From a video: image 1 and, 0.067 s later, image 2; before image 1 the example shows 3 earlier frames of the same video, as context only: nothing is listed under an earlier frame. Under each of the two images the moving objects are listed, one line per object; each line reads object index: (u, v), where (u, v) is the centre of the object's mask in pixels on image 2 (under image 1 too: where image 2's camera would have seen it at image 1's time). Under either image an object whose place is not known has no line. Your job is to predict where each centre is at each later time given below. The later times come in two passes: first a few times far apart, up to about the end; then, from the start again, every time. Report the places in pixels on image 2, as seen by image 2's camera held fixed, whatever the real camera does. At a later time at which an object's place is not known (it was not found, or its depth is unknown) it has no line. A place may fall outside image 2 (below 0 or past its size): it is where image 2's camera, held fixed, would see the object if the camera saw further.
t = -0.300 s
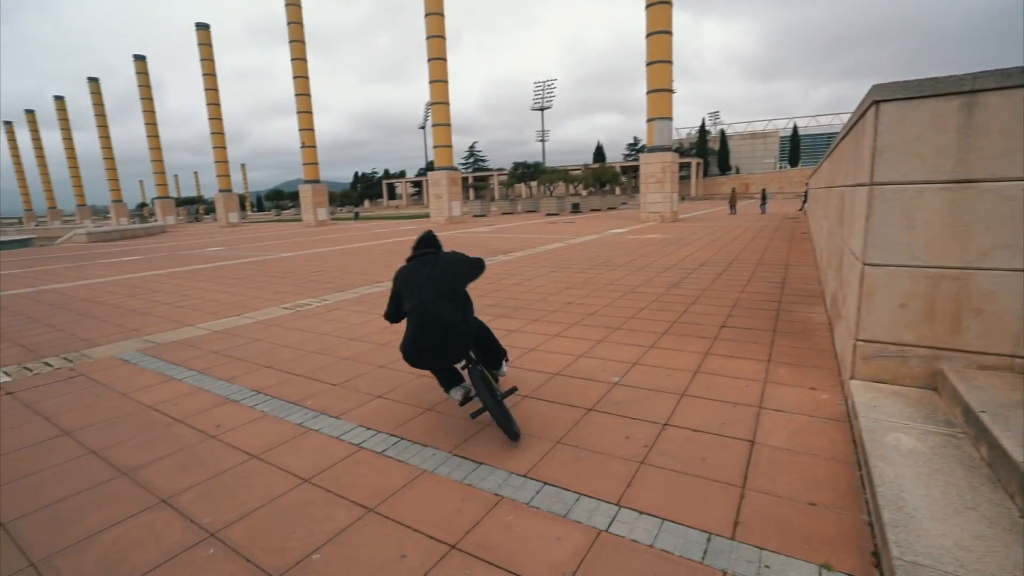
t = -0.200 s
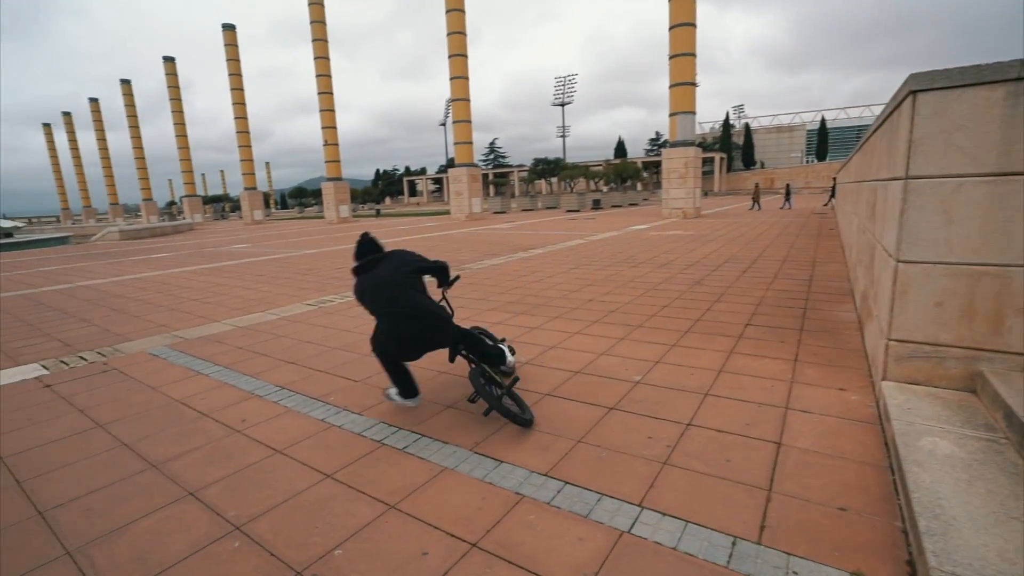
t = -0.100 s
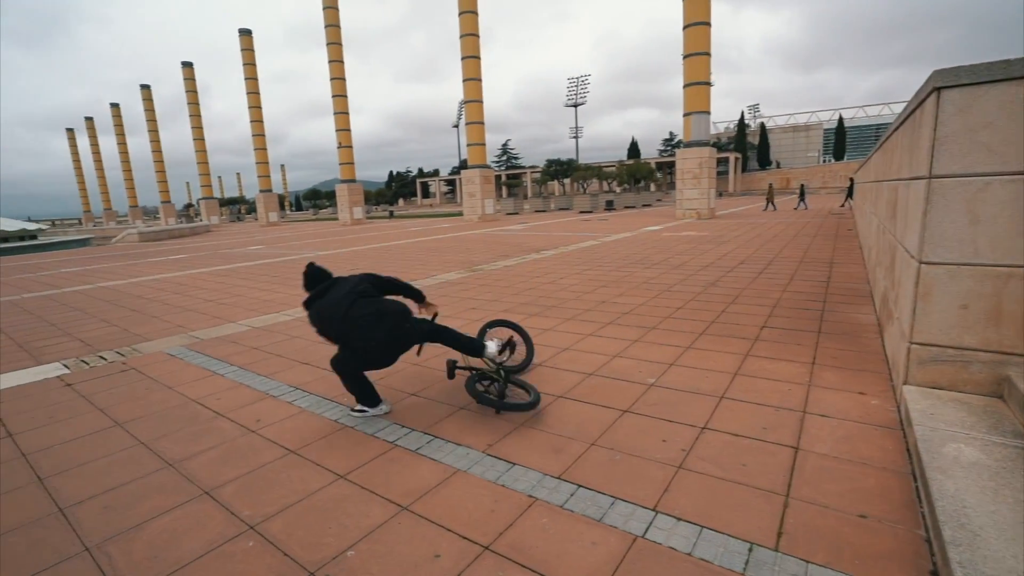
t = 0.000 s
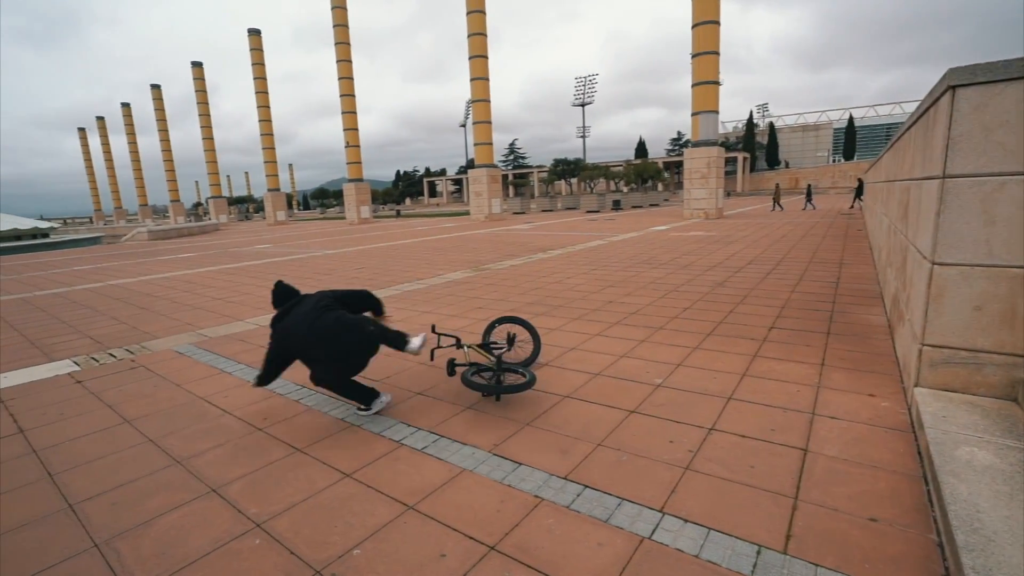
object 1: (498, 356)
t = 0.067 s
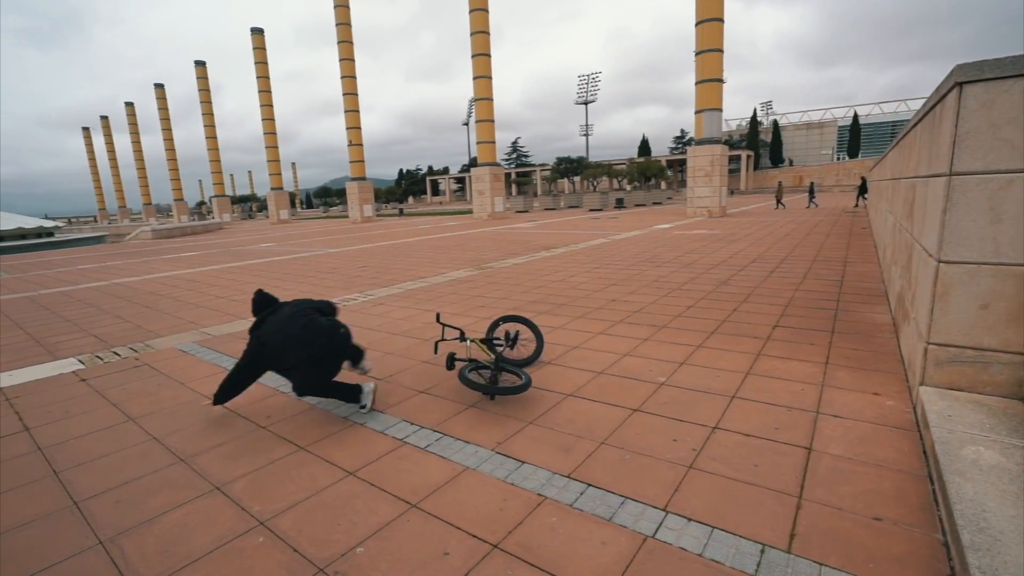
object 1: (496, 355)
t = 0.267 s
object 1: (489, 351)
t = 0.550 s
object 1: (492, 349)
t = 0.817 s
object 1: (499, 351)
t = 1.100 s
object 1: (497, 350)
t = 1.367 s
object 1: (497, 350)
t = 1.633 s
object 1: (499, 351)
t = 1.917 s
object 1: (497, 349)
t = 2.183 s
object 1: (497, 349)
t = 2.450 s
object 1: (497, 349)
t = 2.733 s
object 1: (498, 349)
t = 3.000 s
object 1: (499, 349)
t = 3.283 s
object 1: (502, 350)
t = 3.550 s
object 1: (501, 349)
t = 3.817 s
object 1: (502, 350)
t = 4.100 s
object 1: (499, 352)
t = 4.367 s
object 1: (493, 349)
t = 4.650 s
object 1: (486, 348)
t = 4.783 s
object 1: (486, 348)
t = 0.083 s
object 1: (495, 356)
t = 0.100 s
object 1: (494, 354)
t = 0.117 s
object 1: (493, 353)
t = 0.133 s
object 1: (493, 353)
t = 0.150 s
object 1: (493, 353)
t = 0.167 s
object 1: (492, 353)
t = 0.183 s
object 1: (491, 353)
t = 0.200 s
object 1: (490, 353)
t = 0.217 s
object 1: (488, 352)
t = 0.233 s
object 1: (488, 351)
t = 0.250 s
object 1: (488, 351)
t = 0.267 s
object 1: (489, 351)
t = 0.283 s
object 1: (488, 351)
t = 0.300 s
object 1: (488, 350)
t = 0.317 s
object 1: (488, 350)
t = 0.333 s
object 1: (490, 351)
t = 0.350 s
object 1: (489, 351)
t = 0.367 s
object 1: (489, 350)
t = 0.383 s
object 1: (489, 351)
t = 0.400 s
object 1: (489, 350)
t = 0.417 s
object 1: (490, 350)
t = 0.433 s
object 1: (490, 350)
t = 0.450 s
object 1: (491, 350)
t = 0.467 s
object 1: (491, 350)
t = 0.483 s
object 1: (491, 350)
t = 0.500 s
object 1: (489, 348)
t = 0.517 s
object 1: (490, 349)
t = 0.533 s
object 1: (491, 349)
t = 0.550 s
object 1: (492, 349)
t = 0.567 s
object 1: (492, 349)
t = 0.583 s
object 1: (493, 348)
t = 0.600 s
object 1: (494, 348)
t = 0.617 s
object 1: (493, 349)
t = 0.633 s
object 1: (494, 349)
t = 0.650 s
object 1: (494, 349)
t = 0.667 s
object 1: (494, 349)
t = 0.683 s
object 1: (495, 349)
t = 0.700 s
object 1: (498, 351)
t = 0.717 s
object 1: (498, 351)
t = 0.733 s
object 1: (496, 349)
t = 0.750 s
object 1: (499, 351)
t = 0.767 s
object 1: (499, 351)
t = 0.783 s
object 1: (499, 351)
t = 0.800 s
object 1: (499, 351)
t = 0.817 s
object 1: (499, 351)
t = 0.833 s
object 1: (497, 349)
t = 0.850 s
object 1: (497, 349)
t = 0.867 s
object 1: (497, 349)
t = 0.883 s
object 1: (497, 349)
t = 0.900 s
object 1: (497, 349)
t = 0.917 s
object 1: (497, 349)
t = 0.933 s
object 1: (497, 349)
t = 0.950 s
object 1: (497, 349)
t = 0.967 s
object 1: (497, 349)
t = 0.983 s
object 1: (497, 349)
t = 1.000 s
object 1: (497, 349)
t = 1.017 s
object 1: (497, 350)
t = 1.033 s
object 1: (497, 350)
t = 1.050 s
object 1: (497, 350)
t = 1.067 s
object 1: (497, 350)
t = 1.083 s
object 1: (497, 350)
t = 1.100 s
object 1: (497, 350)
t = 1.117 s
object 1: (497, 350)
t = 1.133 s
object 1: (497, 350)
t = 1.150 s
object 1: (497, 350)
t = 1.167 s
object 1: (497, 350)
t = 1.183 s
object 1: (497, 350)
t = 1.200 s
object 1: (497, 350)
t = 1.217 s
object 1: (497, 350)
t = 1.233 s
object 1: (497, 350)
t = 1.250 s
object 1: (497, 350)
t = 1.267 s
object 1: (497, 350)
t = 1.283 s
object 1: (499, 351)
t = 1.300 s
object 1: (499, 351)
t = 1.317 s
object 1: (497, 350)
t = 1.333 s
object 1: (497, 350)
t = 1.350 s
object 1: (497, 350)
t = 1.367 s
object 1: (497, 350)
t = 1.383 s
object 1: (497, 350)
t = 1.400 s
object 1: (497, 350)
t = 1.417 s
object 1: (497, 350)
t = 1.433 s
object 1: (497, 350)
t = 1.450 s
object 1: (498, 350)
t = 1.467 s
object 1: (498, 350)
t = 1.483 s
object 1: (497, 349)
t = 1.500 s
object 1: (497, 349)
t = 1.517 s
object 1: (497, 349)
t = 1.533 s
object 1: (497, 349)
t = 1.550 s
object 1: (497, 349)
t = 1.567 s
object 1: (497, 349)
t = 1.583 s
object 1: (497, 349)
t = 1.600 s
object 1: (499, 351)
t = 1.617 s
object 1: (499, 351)
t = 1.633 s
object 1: (499, 351)
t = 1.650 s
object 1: (499, 351)
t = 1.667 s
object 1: (499, 351)
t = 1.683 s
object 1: (499, 351)
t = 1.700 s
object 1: (499, 351)
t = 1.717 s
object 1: (499, 351)
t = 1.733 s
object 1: (499, 351)
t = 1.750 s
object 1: (499, 351)
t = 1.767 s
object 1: (497, 349)
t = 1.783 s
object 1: (497, 349)
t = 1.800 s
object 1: (497, 349)
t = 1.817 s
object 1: (497, 349)
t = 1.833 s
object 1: (497, 349)
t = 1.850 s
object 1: (497, 349)
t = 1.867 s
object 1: (497, 349)
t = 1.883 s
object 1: (497, 349)
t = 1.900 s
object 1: (497, 349)
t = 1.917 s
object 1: (497, 349)
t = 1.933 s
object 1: (497, 349)
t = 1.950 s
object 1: (497, 349)
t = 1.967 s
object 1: (497, 349)
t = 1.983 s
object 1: (497, 349)
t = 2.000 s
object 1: (497, 349)
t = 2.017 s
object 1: (497, 349)
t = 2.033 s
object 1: (497, 349)
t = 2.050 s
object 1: (497, 349)
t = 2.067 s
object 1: (497, 349)
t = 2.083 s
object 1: (497, 349)
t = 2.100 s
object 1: (497, 349)
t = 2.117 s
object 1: (497, 350)
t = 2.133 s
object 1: (497, 349)
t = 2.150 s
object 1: (497, 349)
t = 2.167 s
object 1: (497, 349)
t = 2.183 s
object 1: (497, 349)
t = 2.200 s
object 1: (497, 349)
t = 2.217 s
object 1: (497, 349)
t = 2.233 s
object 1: (497, 349)
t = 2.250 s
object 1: (497, 349)
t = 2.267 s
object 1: (497, 349)
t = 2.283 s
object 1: (497, 349)
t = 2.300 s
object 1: (497, 349)
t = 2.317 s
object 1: (497, 349)
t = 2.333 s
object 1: (497, 350)
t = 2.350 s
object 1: (497, 349)
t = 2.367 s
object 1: (497, 349)
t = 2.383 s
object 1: (497, 349)
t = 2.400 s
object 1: (497, 349)
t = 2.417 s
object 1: (497, 349)
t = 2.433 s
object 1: (497, 349)
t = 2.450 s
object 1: (497, 349)
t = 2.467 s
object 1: (497, 349)
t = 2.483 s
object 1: (497, 349)
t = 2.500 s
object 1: (498, 349)
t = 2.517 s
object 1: (498, 349)
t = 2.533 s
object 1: (497, 349)
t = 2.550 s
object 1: (498, 349)
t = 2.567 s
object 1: (498, 349)
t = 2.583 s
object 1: (498, 349)
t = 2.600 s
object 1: (498, 349)
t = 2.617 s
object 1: (497, 349)
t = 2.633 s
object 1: (498, 349)
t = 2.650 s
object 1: (498, 349)
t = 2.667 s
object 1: (498, 349)
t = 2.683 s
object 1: (500, 350)
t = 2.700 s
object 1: (498, 349)
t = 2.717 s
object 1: (498, 349)
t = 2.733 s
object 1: (498, 349)
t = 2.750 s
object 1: (498, 349)
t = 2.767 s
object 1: (498, 349)
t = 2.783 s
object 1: (498, 349)
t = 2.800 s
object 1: (498, 349)
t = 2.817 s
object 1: (498, 349)
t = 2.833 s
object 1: (499, 349)
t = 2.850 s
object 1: (498, 349)
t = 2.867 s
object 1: (498, 349)
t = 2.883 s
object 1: (499, 349)
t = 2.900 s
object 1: (499, 349)
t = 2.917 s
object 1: (501, 350)
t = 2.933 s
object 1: (499, 349)
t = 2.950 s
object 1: (499, 349)
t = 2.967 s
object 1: (499, 349)
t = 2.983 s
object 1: (499, 349)
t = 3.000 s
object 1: (499, 349)
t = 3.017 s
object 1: (499, 349)
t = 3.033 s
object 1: (500, 349)
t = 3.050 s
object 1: (501, 350)
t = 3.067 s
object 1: (499, 349)
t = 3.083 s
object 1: (499, 349)
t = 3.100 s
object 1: (499, 349)
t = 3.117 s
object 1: (500, 349)
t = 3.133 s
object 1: (500, 349)
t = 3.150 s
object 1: (500, 349)
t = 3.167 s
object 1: (500, 349)
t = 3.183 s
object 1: (500, 349)
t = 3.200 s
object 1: (500, 349)
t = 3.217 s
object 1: (500, 349)
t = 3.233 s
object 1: (500, 349)
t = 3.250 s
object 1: (500, 349)
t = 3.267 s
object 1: (500, 349)
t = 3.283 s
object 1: (502, 350)
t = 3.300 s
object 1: (500, 349)
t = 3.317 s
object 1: (500, 349)
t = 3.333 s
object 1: (500, 349)
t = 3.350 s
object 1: (501, 349)
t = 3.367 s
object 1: (503, 351)
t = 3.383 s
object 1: (500, 349)
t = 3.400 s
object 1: (501, 349)
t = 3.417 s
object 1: (500, 349)
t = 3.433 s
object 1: (500, 349)
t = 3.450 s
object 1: (501, 349)
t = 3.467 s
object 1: (501, 349)
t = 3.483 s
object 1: (501, 349)
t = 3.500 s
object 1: (501, 349)
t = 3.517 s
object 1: (500, 349)
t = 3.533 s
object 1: (500, 349)
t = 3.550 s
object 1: (501, 349)
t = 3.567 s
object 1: (501, 350)
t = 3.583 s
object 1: (501, 350)
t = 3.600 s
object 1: (501, 350)
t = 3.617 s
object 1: (501, 350)
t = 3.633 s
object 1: (501, 350)
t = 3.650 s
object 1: (501, 350)
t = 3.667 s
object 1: (501, 350)
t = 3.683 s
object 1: (501, 350)
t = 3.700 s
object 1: (501, 350)
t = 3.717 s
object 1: (501, 350)
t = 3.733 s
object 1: (501, 350)
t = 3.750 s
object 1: (501, 350)
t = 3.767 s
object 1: (501, 350)
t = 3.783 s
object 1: (501, 350)
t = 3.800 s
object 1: (502, 350)
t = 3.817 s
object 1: (502, 350)
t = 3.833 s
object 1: (502, 351)
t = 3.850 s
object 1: (502, 351)
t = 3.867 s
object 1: (502, 351)
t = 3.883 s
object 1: (502, 351)
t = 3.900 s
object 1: (502, 351)
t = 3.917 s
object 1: (502, 351)
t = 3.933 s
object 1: (502, 351)
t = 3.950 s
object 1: (502, 351)
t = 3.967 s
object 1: (502, 351)
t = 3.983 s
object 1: (502, 351)
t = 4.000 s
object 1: (501, 351)
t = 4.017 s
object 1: (500, 351)
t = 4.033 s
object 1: (499, 351)
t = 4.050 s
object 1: (499, 351)
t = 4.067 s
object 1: (499, 351)
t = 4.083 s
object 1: (499, 351)
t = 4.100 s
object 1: (499, 352)
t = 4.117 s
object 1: (499, 352)
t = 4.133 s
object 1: (499, 352)
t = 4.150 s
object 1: (499, 351)
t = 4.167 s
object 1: (499, 351)
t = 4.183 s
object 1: (499, 351)
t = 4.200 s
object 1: (498, 351)
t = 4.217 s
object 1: (496, 350)
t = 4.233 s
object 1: (496, 350)
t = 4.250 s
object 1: (496, 350)
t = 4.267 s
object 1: (495, 350)
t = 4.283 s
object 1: (495, 350)
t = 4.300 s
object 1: (494, 349)
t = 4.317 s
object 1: (494, 349)
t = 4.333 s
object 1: (494, 349)
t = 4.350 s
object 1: (493, 349)
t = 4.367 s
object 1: (493, 349)
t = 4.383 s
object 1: (492, 349)
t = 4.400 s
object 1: (492, 349)
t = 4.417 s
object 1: (491, 349)
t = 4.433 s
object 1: (491, 349)
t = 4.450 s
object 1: (490, 349)
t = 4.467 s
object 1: (490, 349)
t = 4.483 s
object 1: (489, 349)
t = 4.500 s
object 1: (489, 349)
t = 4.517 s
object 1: (489, 349)
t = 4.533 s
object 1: (489, 349)
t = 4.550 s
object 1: (488, 349)
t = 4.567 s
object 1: (488, 349)
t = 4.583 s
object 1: (488, 349)
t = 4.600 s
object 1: (487, 349)
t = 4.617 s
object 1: (487, 349)
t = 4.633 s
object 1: (486, 348)
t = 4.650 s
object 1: (486, 348)
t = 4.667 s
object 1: (486, 348)
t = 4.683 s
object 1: (485, 348)
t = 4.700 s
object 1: (485, 347)
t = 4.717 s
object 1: (485, 347)
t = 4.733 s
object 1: (485, 347)
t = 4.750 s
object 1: (485, 348)
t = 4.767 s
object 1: (485, 348)
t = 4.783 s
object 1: (486, 348)
